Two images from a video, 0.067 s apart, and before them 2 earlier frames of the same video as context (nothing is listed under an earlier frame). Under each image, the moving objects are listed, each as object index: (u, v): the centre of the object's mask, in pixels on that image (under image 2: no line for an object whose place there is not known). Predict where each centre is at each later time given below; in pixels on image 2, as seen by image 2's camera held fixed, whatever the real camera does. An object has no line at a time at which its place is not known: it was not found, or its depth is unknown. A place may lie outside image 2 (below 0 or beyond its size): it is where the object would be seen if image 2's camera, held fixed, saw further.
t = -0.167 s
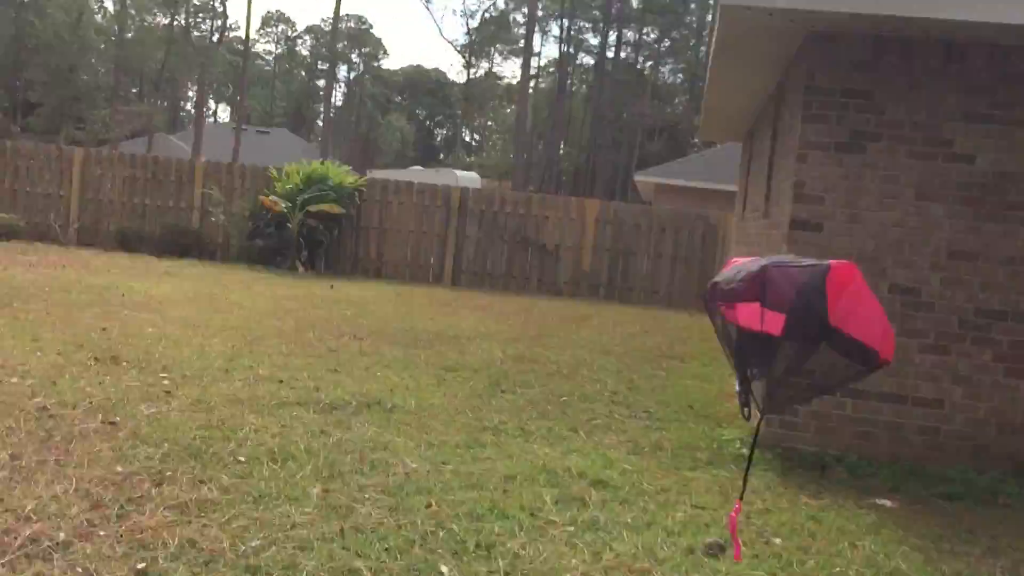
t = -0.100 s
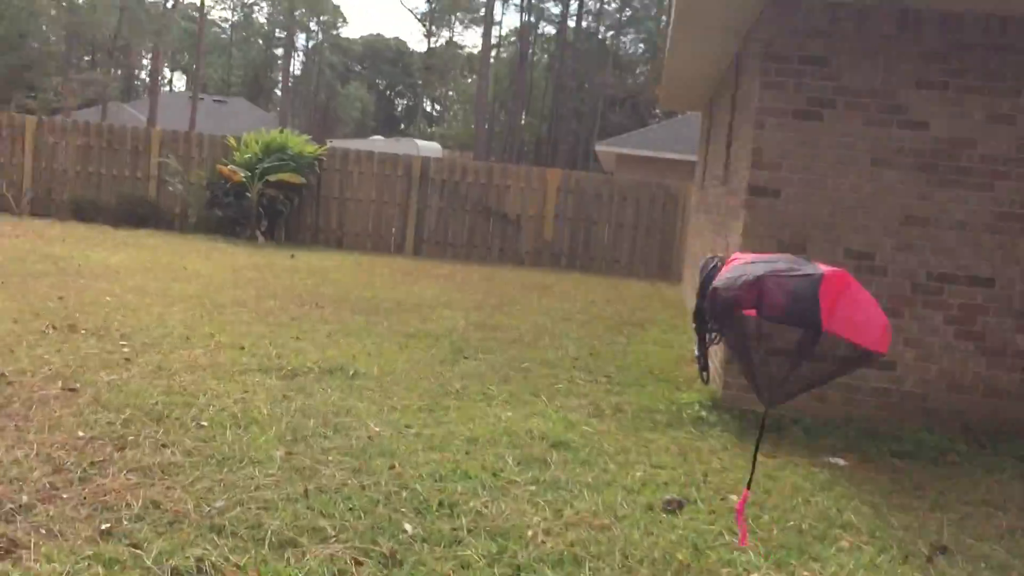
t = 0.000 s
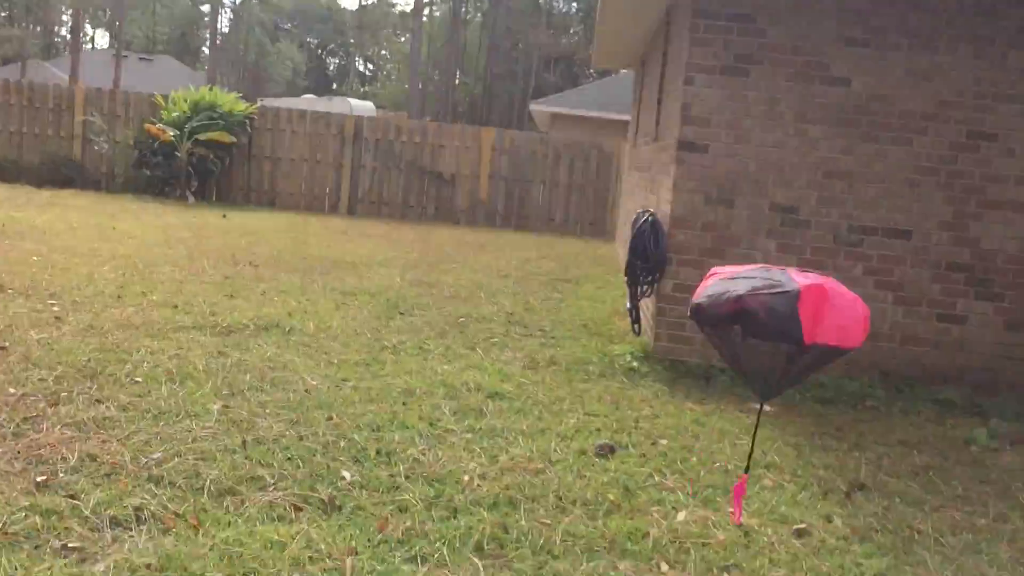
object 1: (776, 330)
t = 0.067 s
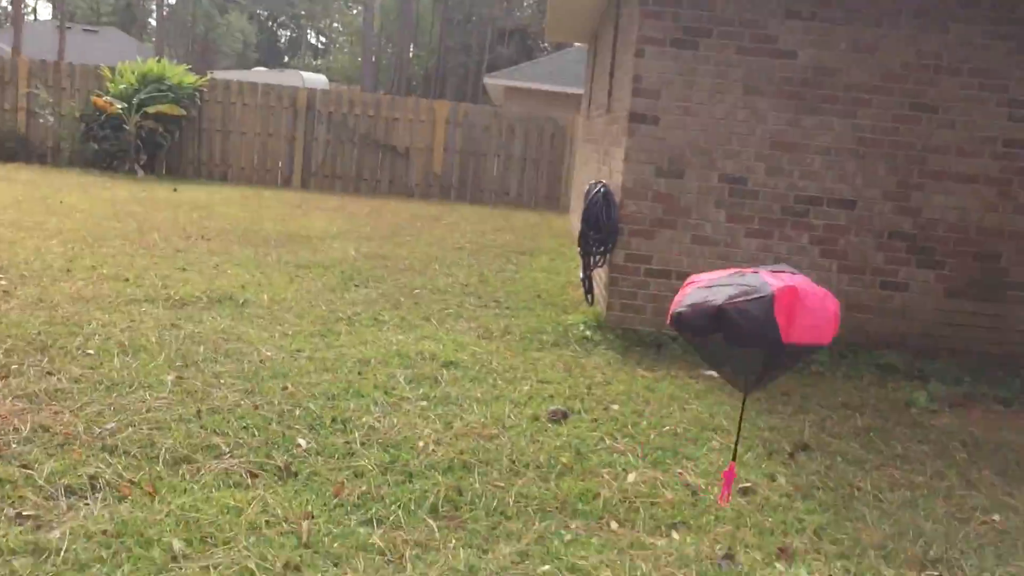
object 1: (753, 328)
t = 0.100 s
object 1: (767, 343)
